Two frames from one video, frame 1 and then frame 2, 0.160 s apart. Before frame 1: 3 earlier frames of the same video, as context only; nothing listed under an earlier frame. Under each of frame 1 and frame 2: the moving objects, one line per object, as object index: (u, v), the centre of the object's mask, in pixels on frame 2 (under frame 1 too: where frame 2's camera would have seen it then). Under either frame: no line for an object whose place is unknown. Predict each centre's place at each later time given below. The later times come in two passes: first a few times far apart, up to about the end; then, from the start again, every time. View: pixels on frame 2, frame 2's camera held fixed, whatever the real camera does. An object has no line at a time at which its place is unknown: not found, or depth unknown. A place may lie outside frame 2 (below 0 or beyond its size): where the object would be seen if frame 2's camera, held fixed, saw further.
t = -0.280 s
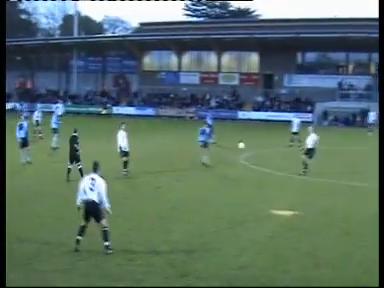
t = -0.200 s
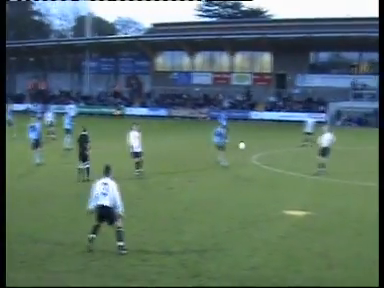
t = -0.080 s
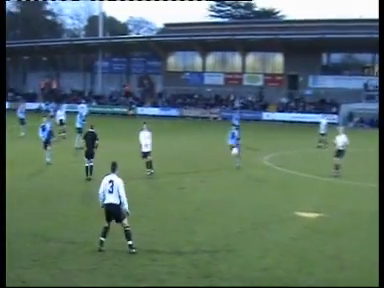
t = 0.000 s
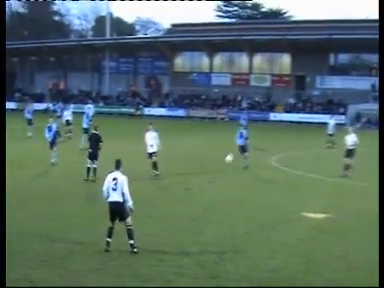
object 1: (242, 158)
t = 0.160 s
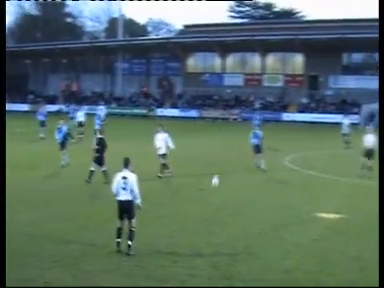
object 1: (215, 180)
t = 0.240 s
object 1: (201, 197)
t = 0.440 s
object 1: (170, 205)
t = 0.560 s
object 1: (154, 201)
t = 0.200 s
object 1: (208, 188)
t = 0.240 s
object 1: (201, 197)
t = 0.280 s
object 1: (194, 206)
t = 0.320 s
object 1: (186, 214)
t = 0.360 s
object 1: (181, 212)
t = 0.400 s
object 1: (175, 208)
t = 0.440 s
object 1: (170, 205)
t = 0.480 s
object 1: (165, 203)
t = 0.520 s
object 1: (159, 202)
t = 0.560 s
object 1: (154, 201)
